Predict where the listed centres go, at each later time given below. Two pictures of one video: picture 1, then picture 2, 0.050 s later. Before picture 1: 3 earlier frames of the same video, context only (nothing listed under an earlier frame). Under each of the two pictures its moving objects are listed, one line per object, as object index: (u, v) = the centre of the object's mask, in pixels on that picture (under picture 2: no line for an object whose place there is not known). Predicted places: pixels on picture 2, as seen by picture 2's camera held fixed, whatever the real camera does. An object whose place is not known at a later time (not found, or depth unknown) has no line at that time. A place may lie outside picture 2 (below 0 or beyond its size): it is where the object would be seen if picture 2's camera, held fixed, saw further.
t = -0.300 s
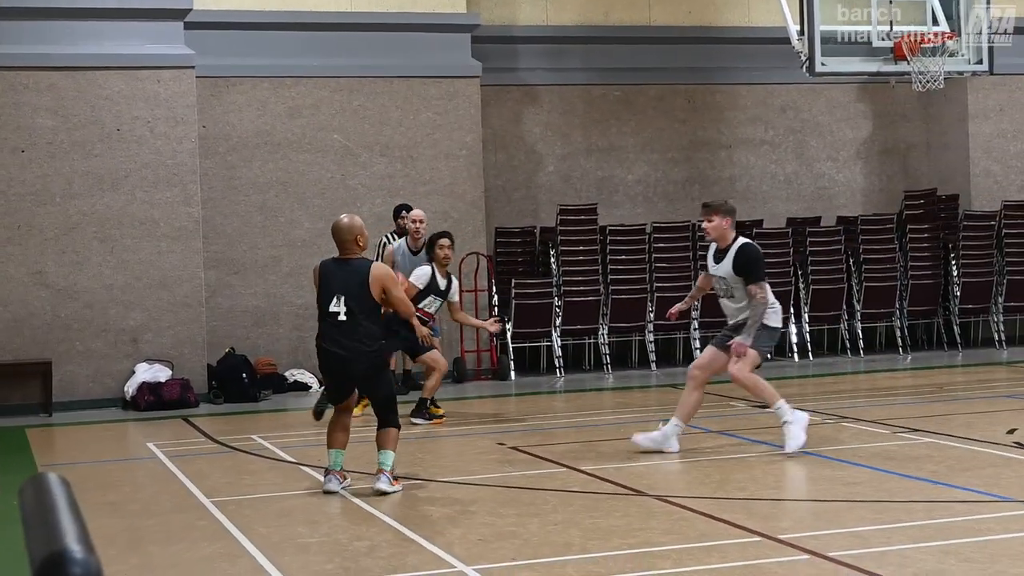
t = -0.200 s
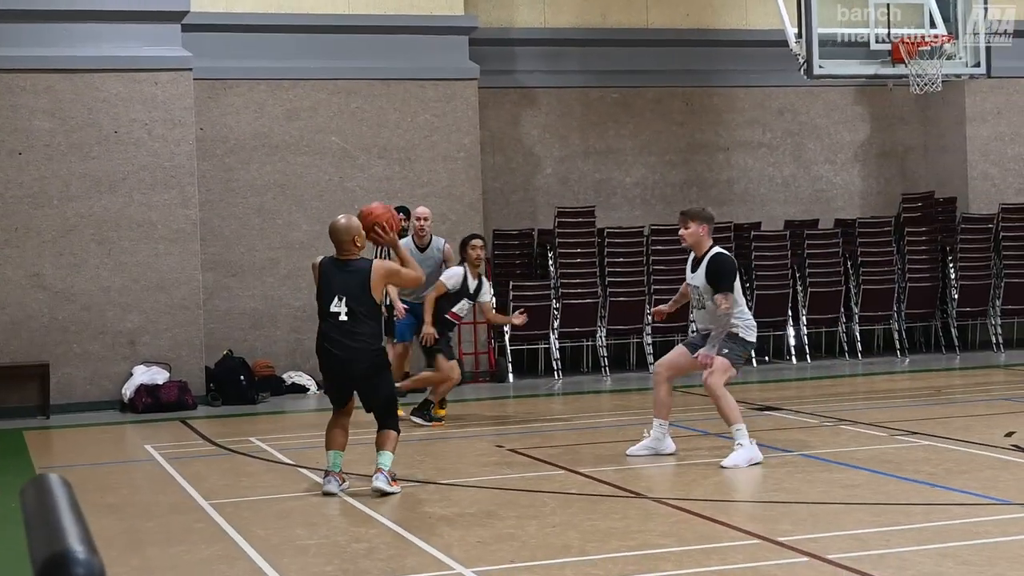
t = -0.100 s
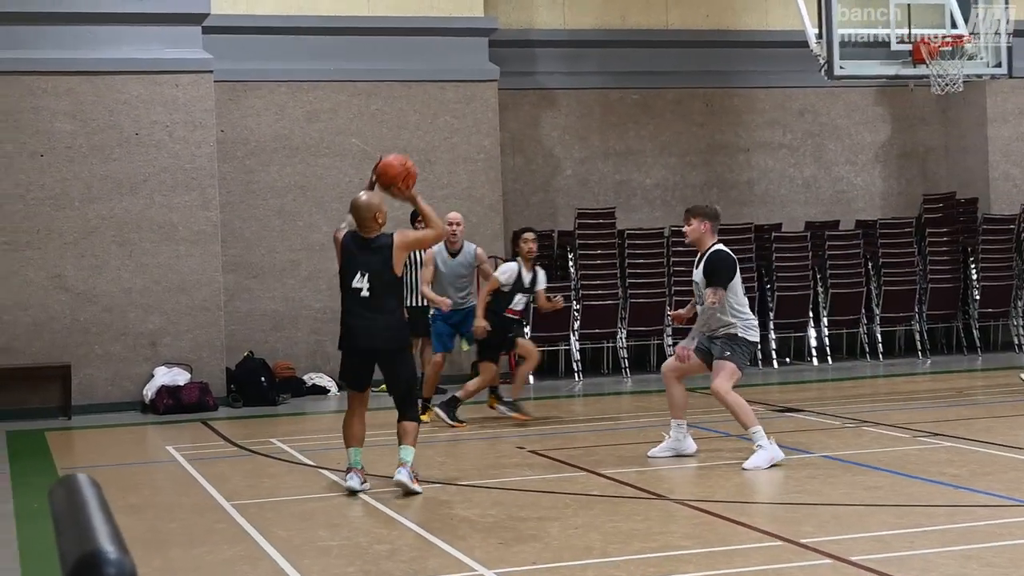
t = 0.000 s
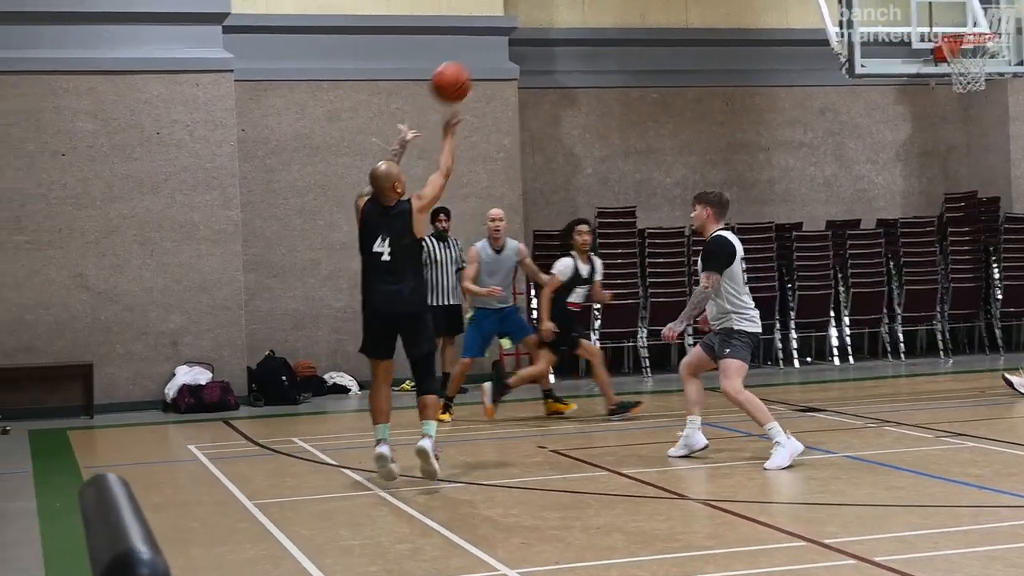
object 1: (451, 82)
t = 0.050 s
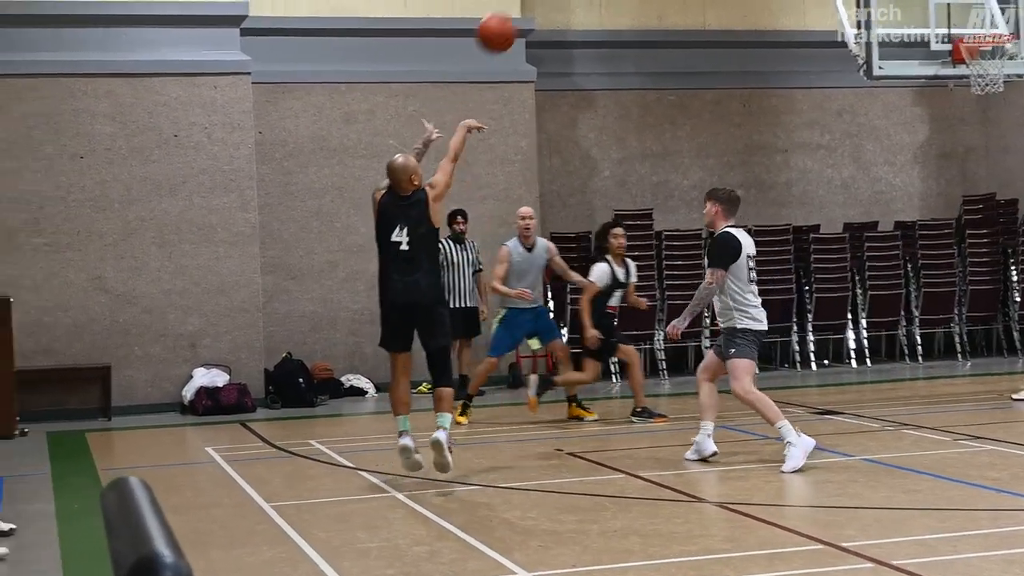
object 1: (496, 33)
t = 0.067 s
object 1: (505, 17)
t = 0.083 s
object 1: (514, 1)
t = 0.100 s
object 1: (524, -14)
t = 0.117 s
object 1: (533, -28)
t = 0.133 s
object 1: (541, -43)
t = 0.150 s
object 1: (551, -57)
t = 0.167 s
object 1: (560, -72)
